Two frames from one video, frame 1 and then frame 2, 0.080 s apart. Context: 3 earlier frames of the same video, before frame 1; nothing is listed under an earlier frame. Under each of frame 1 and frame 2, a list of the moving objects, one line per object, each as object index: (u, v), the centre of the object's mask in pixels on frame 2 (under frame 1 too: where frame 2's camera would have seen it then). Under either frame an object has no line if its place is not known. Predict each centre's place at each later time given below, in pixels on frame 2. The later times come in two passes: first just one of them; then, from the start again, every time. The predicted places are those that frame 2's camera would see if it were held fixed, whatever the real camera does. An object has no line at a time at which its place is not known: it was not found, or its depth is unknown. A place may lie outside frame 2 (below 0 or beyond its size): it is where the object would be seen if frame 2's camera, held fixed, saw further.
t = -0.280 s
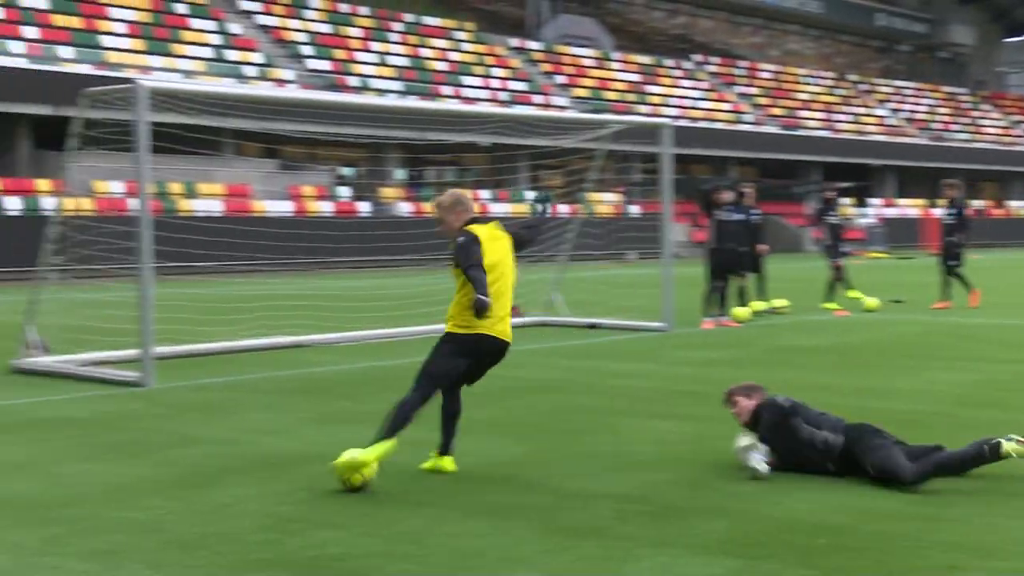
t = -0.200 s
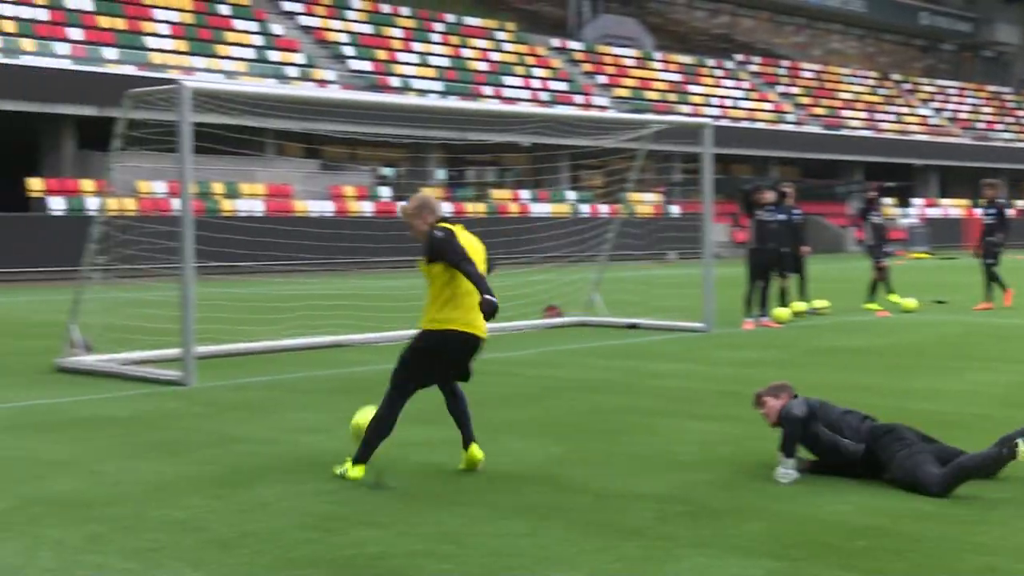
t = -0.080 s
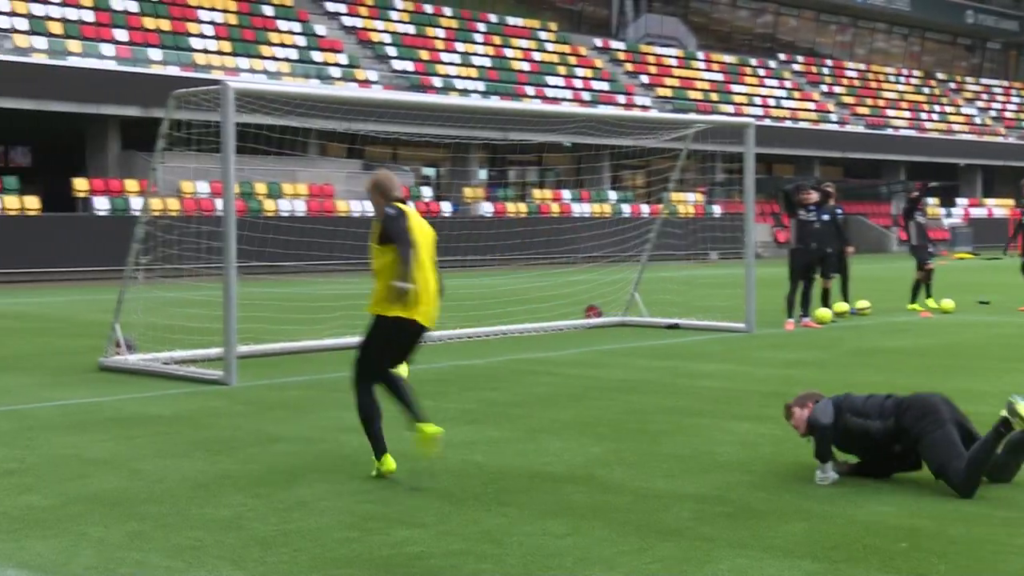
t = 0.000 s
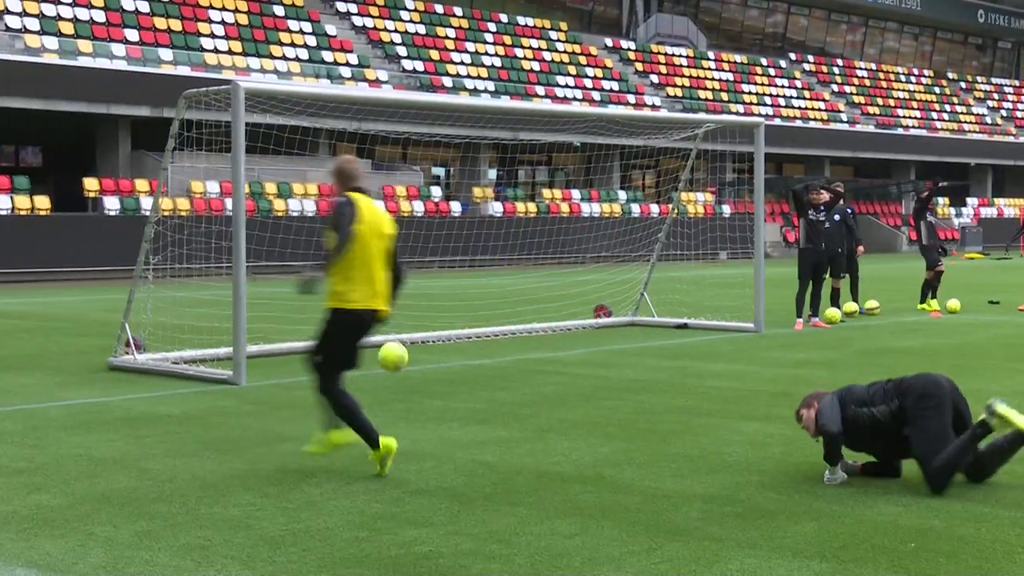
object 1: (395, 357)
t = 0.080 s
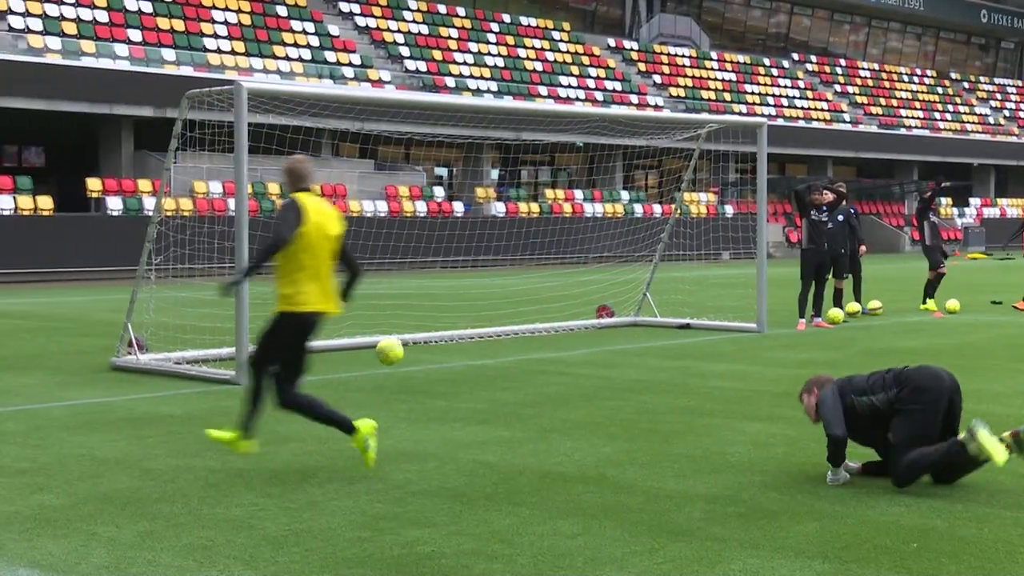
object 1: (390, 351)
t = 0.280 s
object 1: (383, 348)
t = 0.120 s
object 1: (387, 352)
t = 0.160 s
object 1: (386, 354)
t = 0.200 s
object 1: (385, 358)
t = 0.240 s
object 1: (383, 358)
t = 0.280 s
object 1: (383, 348)
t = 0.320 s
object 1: (384, 341)
